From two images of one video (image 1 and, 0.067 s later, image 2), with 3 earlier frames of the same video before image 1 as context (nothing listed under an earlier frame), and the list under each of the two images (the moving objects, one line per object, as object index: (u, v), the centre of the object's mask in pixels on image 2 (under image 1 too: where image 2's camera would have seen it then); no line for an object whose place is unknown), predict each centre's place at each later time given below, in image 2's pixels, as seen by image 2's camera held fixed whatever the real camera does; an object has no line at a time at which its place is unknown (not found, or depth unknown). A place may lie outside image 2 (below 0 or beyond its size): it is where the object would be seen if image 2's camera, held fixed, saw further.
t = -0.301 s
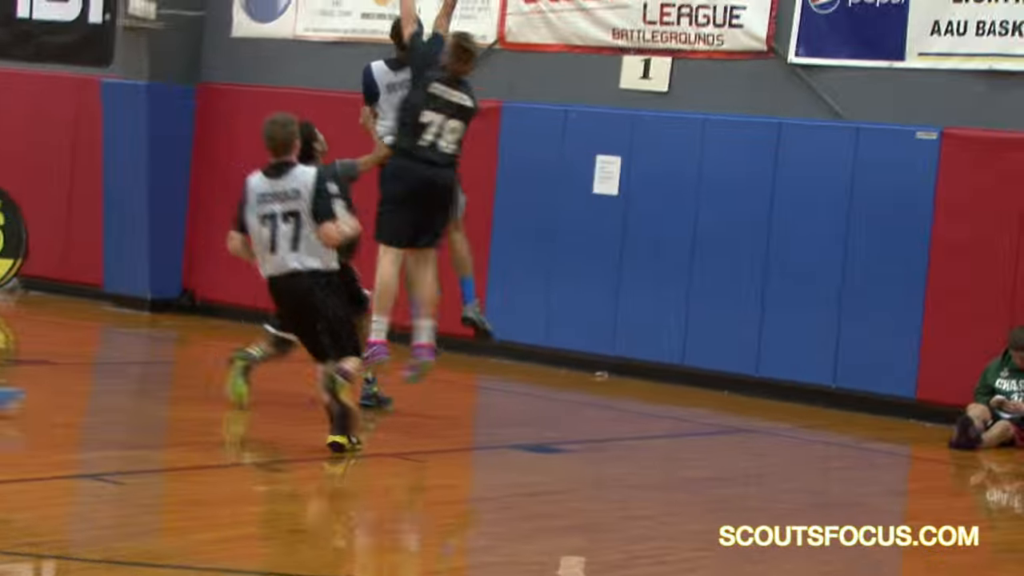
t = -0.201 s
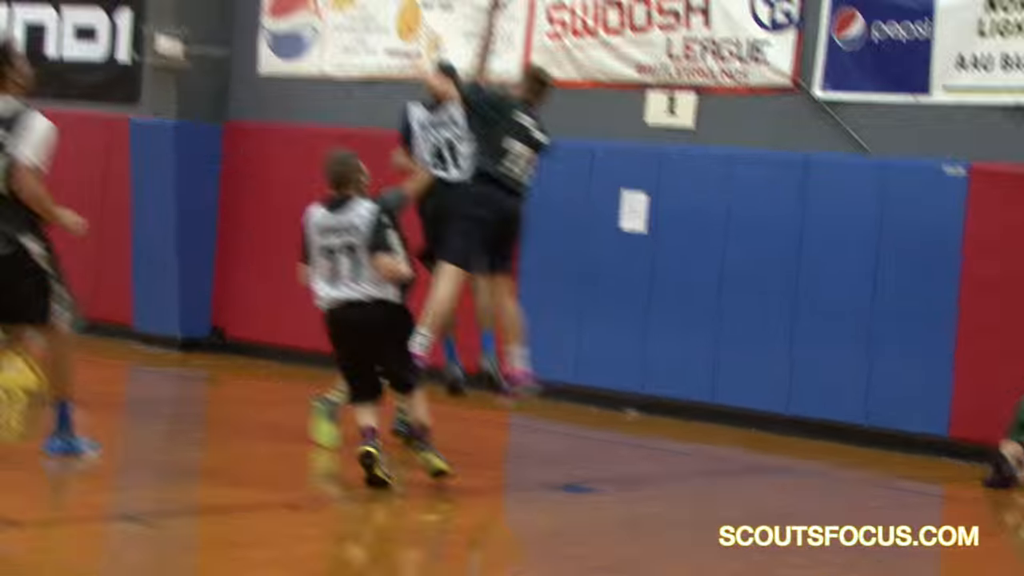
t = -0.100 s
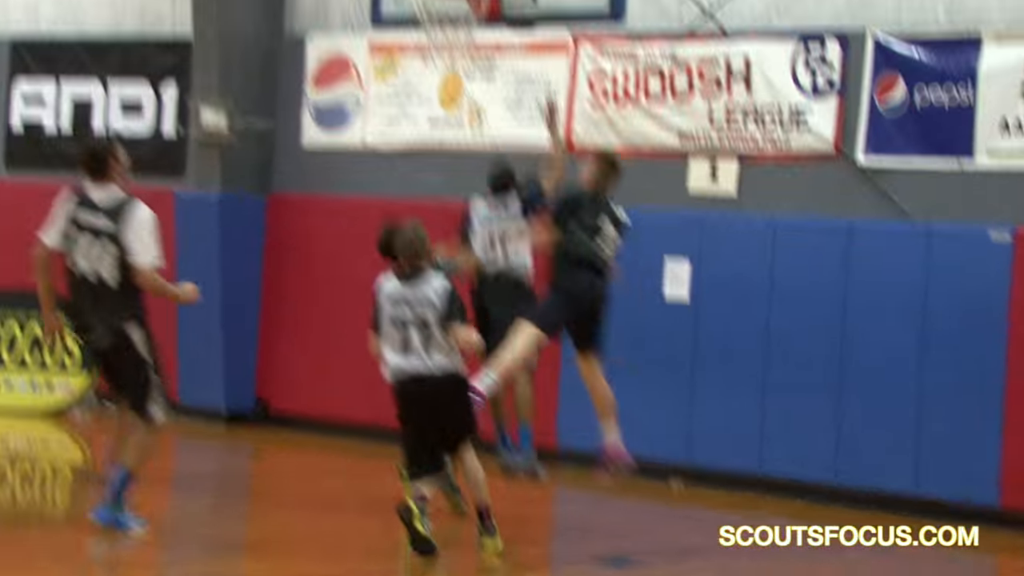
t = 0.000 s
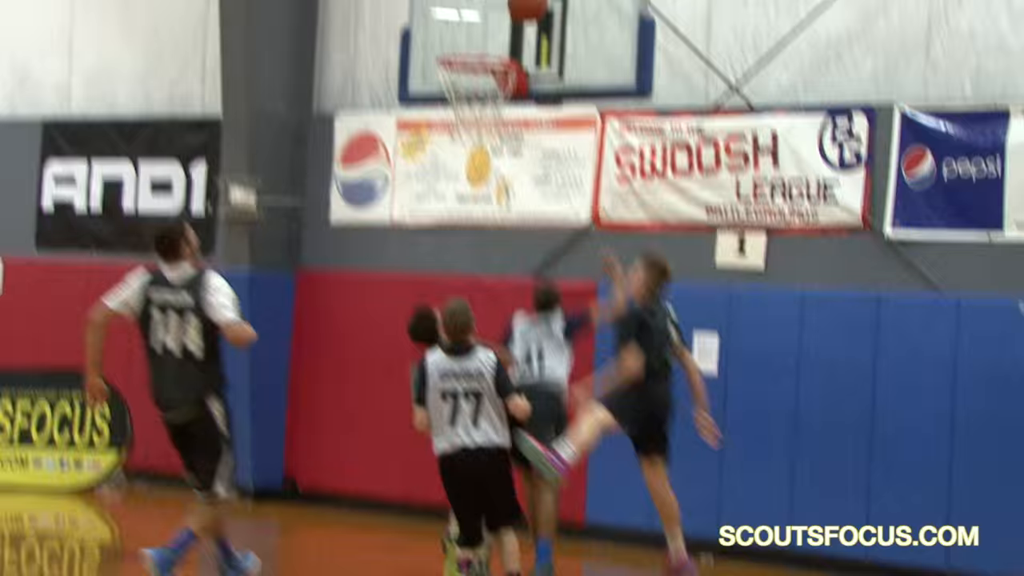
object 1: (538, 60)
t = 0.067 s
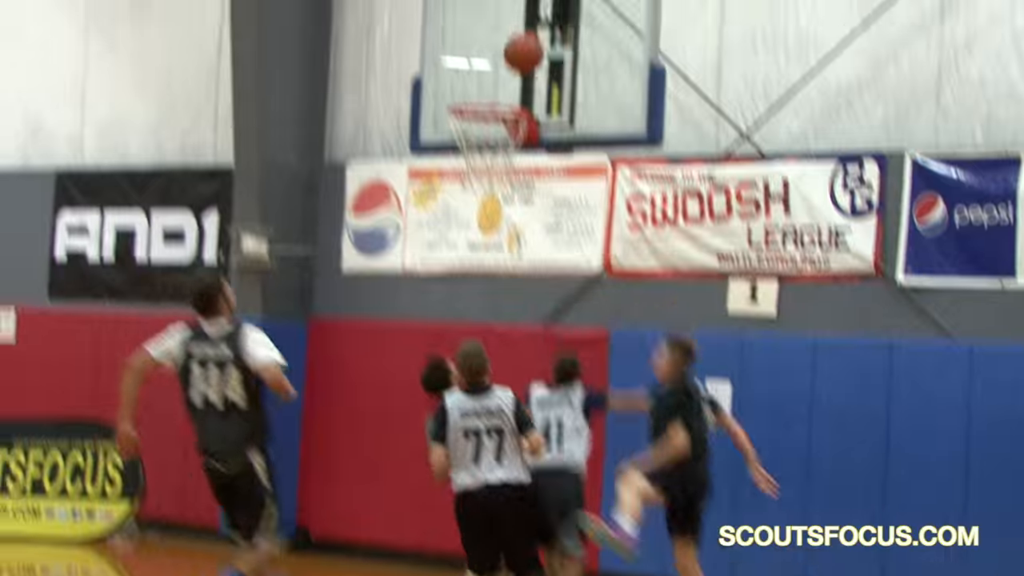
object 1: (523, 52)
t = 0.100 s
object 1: (516, 57)
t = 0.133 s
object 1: (508, 64)
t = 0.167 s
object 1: (500, 74)
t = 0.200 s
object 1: (493, 84)
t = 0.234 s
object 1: (485, 94)
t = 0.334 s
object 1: (462, 138)
